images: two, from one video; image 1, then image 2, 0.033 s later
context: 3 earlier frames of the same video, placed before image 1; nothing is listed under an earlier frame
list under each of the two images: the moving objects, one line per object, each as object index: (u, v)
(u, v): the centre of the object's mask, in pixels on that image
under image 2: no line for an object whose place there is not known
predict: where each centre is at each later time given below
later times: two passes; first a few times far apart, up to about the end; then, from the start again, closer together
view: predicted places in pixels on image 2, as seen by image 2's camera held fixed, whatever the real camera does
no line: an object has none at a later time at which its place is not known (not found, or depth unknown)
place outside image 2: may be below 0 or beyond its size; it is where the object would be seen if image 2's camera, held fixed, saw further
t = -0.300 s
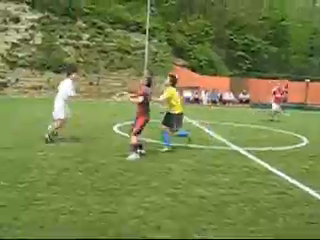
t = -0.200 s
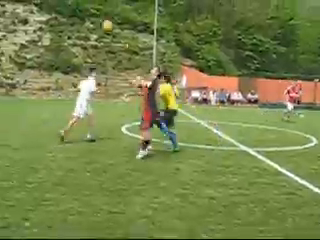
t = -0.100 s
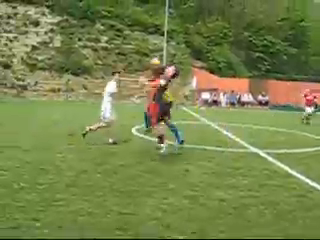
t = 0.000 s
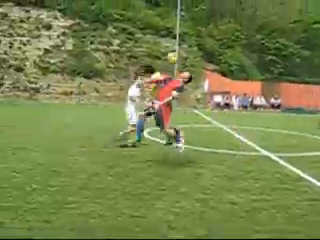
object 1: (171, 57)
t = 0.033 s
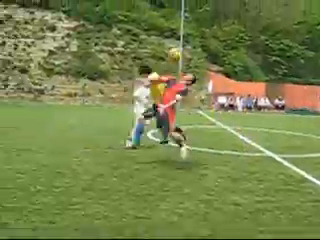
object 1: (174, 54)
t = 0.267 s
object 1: (164, 24)
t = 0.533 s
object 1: (140, 32)
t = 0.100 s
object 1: (171, 42)
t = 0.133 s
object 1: (170, 38)
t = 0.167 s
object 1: (169, 33)
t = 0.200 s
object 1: (167, 29)
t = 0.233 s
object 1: (166, 26)
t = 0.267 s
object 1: (164, 24)
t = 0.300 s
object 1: (161, 22)
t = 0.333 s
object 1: (159, 21)
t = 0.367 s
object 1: (157, 19)
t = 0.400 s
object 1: (152, 20)
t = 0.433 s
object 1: (151, 22)
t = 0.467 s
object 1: (146, 23)
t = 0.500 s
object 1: (143, 27)
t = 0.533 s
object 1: (140, 32)
